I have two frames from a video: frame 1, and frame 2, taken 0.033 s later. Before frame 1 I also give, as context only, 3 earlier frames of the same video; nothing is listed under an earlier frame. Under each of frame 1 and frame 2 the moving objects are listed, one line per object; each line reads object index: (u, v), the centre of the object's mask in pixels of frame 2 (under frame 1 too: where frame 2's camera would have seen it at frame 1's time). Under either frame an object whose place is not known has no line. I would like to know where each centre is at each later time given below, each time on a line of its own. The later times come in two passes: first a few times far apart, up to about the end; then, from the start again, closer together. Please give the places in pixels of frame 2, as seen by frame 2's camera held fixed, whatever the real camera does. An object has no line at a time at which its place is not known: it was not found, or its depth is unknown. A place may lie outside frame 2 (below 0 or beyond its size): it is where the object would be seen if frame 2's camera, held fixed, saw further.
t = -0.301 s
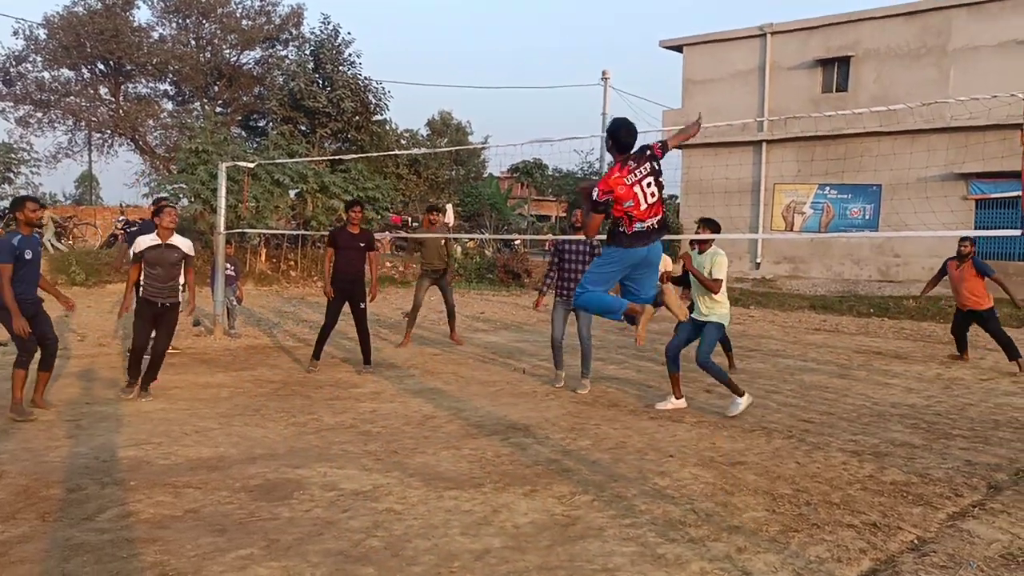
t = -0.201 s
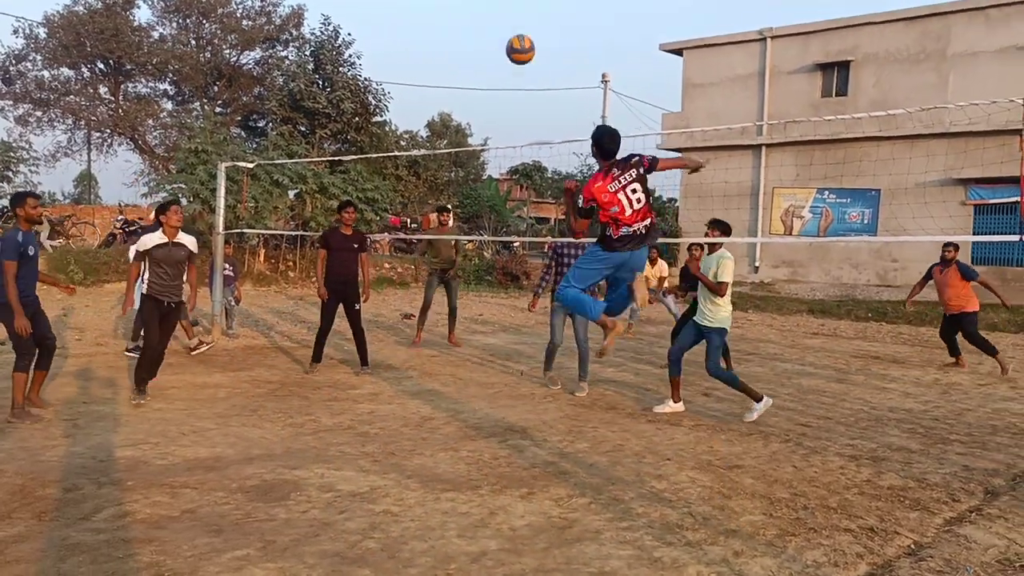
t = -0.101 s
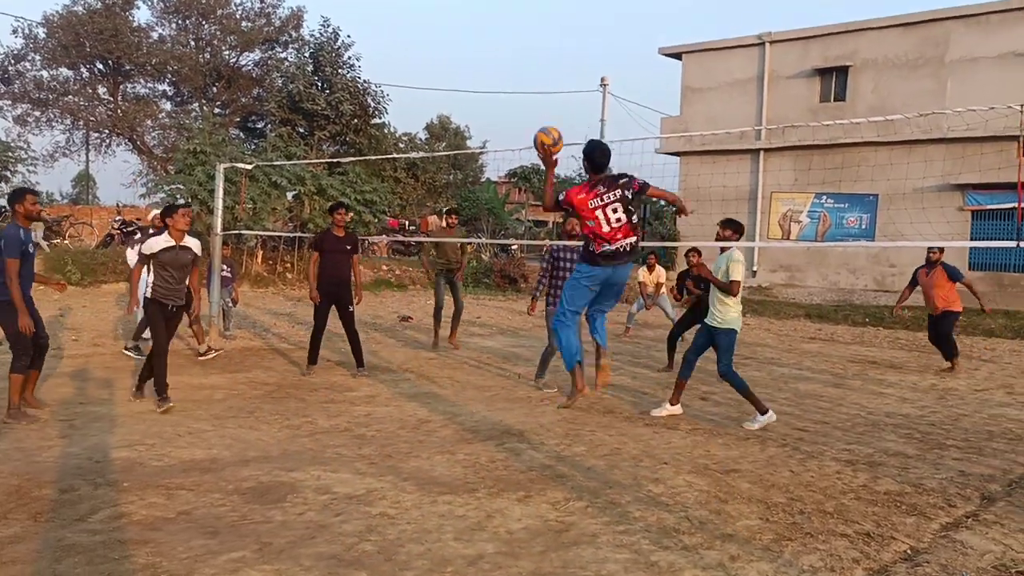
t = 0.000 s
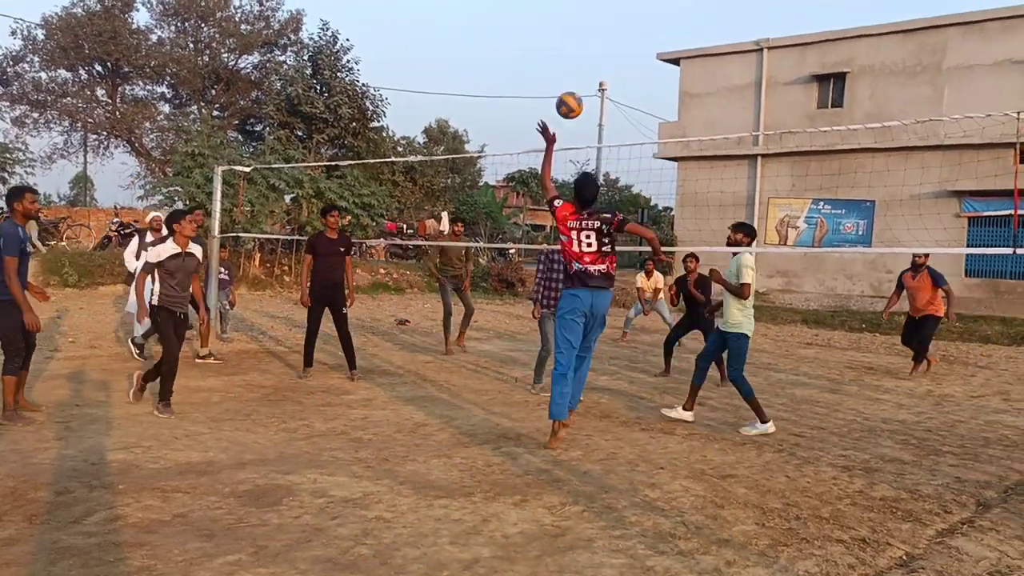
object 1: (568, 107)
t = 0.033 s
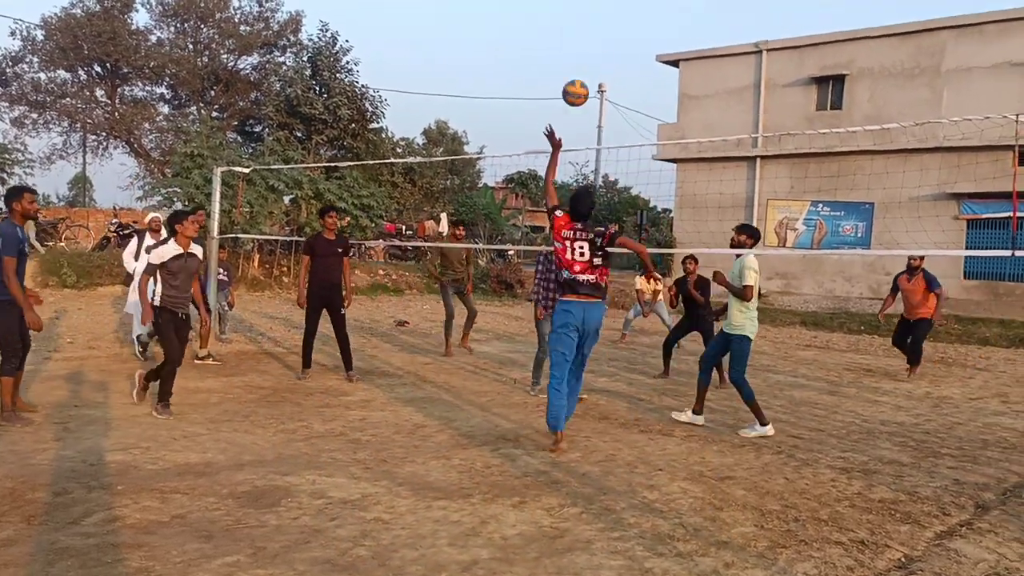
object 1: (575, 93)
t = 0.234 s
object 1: (610, 49)
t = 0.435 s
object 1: (634, 58)
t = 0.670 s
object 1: (655, 111)
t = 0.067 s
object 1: (581, 81)
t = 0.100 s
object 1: (588, 71)
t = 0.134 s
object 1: (594, 63)
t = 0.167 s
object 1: (599, 57)
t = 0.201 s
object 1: (604, 52)
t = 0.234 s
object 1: (610, 49)
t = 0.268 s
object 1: (614, 47)
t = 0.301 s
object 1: (619, 47)
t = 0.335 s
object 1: (622, 48)
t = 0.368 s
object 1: (627, 50)
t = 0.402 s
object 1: (630, 53)
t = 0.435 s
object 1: (634, 58)
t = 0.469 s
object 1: (638, 63)
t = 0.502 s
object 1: (641, 69)
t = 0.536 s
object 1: (644, 76)
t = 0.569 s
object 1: (647, 84)
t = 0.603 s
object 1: (652, 102)
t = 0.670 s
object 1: (655, 111)
